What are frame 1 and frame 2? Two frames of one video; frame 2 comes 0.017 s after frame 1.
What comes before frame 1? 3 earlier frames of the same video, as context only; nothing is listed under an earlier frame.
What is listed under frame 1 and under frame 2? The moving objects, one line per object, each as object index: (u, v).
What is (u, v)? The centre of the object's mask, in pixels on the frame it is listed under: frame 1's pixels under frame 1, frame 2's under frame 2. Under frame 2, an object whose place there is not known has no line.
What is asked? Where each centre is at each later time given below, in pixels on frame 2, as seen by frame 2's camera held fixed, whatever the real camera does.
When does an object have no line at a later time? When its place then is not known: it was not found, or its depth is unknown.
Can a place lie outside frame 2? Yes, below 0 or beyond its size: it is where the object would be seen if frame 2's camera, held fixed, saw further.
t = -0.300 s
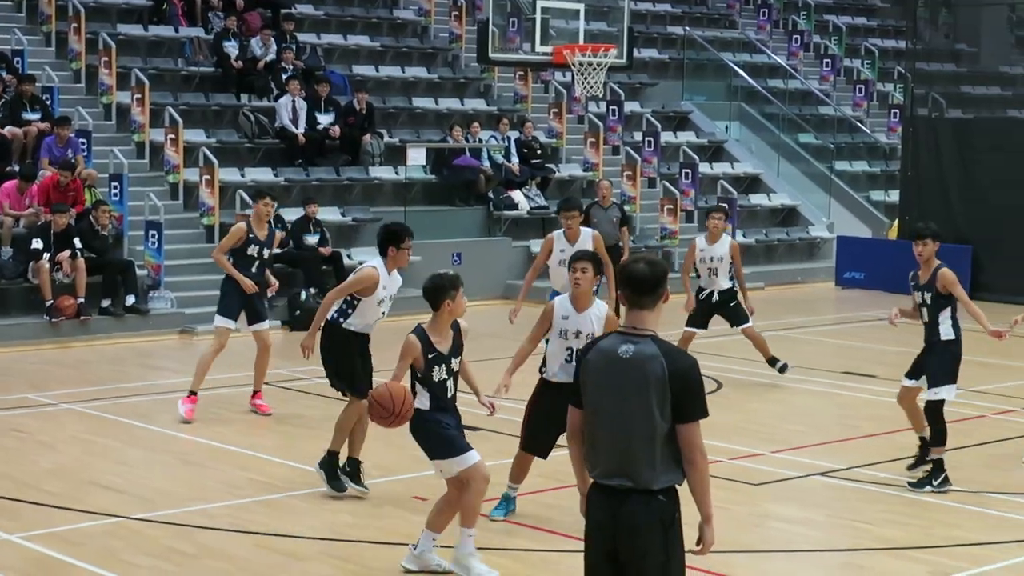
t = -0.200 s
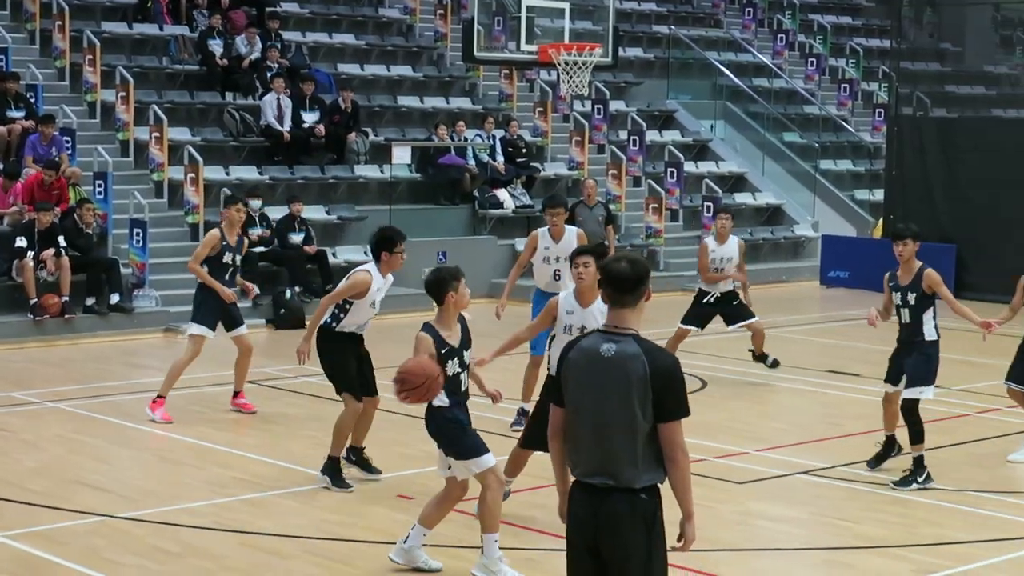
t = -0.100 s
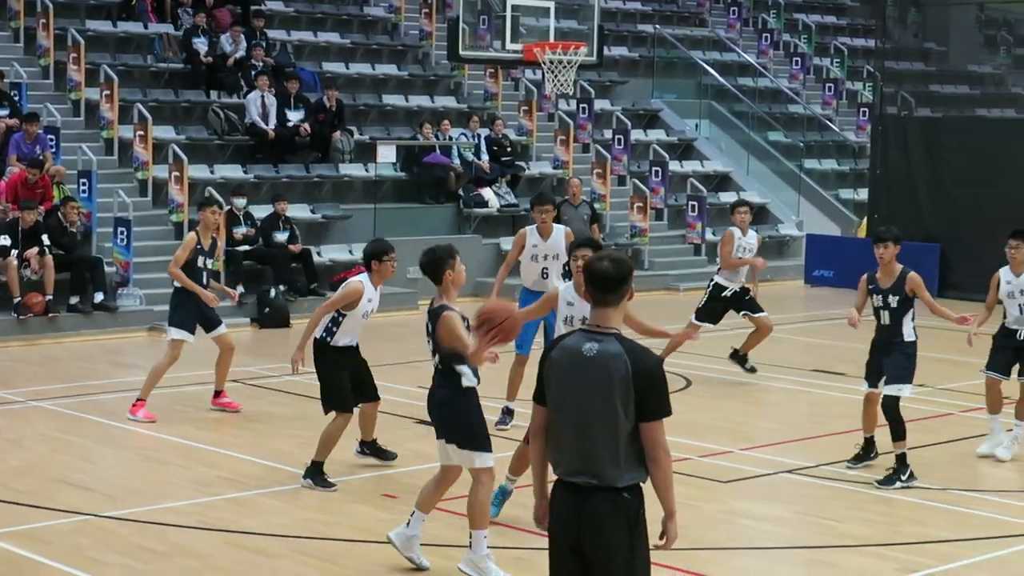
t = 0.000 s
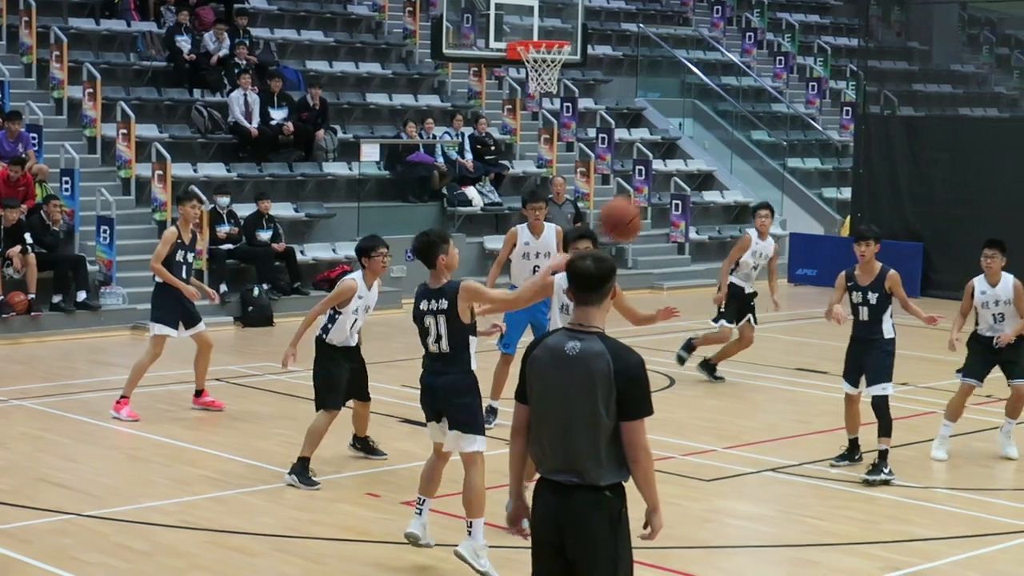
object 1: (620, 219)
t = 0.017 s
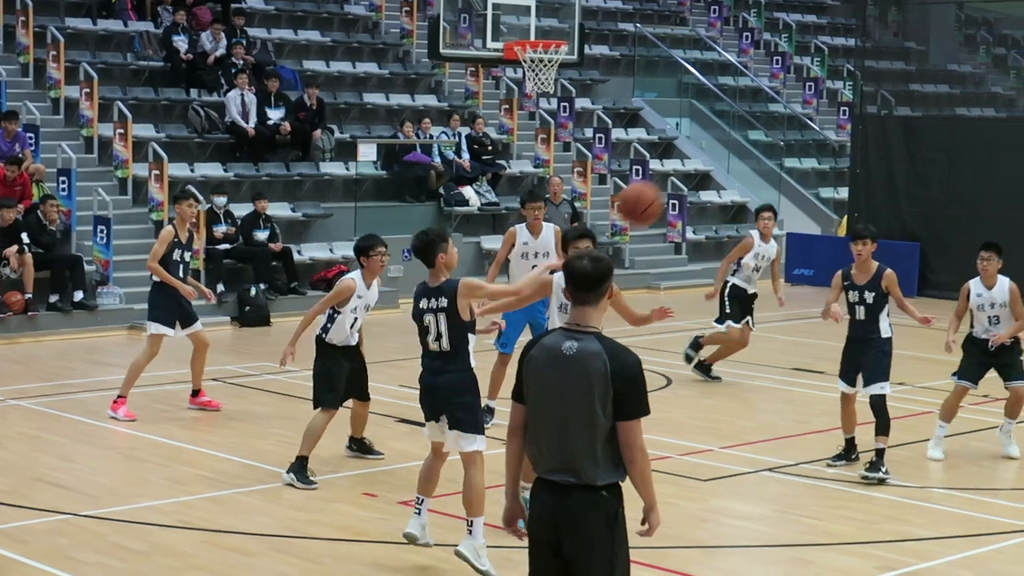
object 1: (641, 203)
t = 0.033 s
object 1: (661, 190)
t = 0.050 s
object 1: (683, 177)
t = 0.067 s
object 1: (703, 164)
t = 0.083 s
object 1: (724, 150)
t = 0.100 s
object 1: (744, 139)
